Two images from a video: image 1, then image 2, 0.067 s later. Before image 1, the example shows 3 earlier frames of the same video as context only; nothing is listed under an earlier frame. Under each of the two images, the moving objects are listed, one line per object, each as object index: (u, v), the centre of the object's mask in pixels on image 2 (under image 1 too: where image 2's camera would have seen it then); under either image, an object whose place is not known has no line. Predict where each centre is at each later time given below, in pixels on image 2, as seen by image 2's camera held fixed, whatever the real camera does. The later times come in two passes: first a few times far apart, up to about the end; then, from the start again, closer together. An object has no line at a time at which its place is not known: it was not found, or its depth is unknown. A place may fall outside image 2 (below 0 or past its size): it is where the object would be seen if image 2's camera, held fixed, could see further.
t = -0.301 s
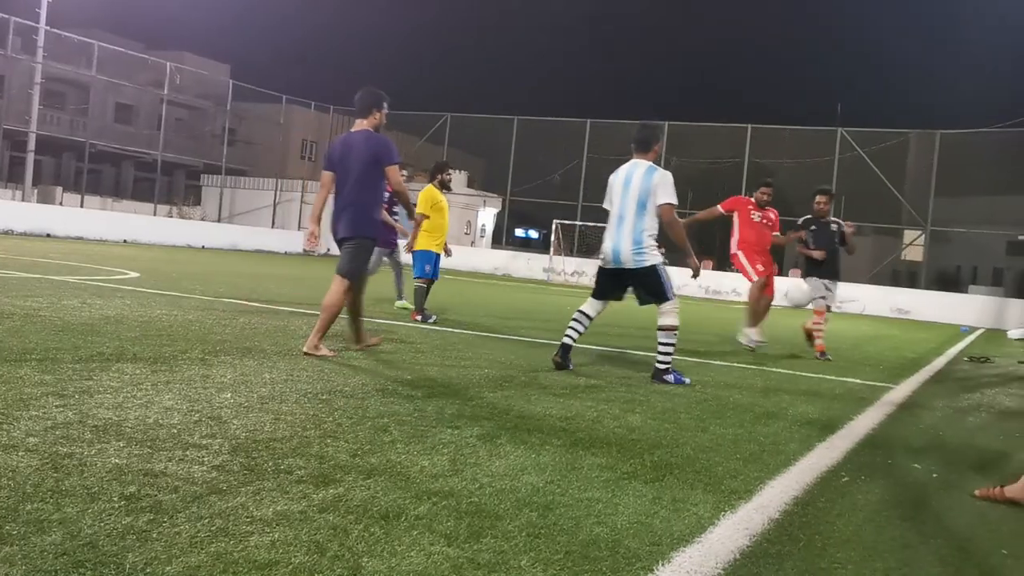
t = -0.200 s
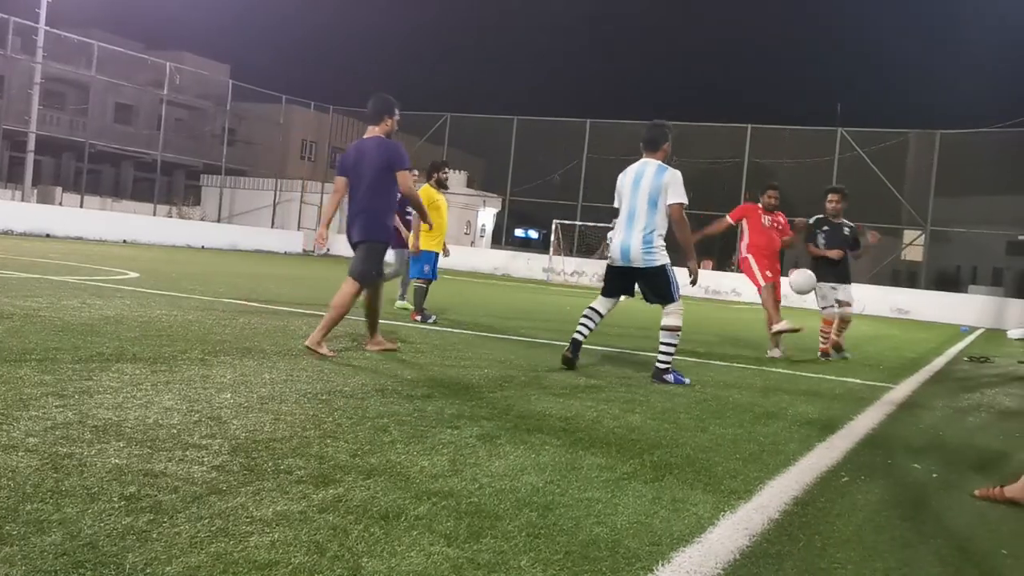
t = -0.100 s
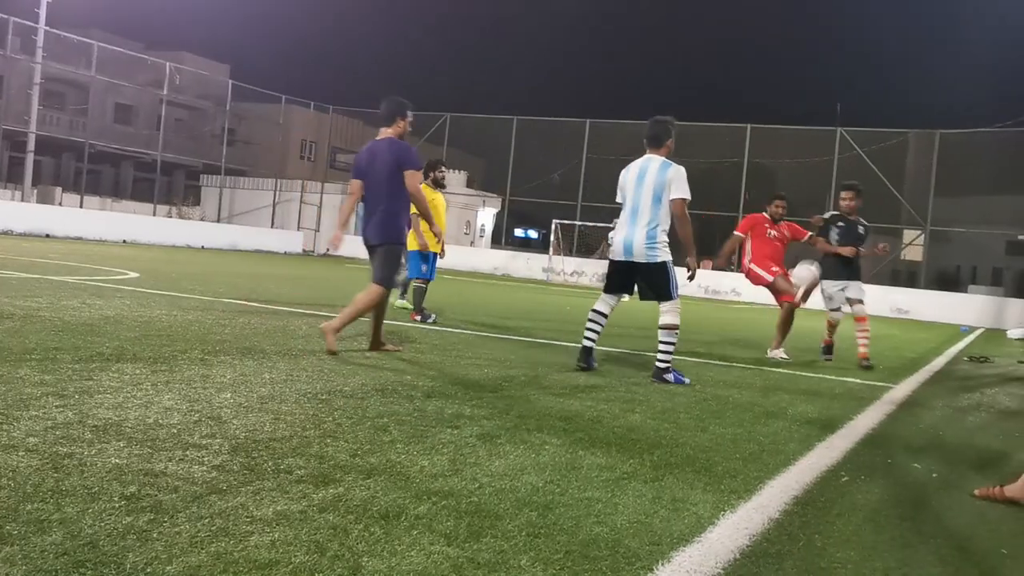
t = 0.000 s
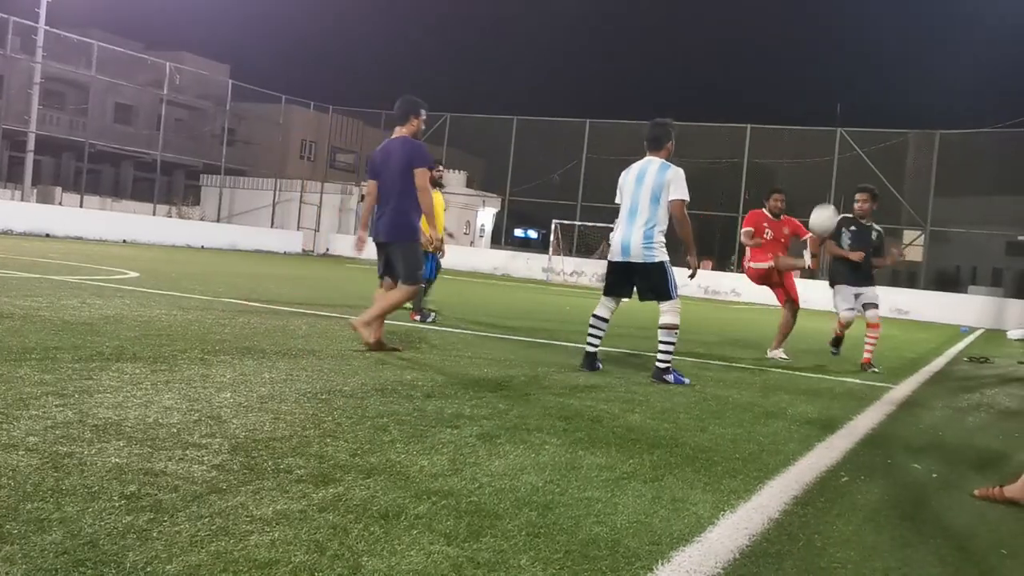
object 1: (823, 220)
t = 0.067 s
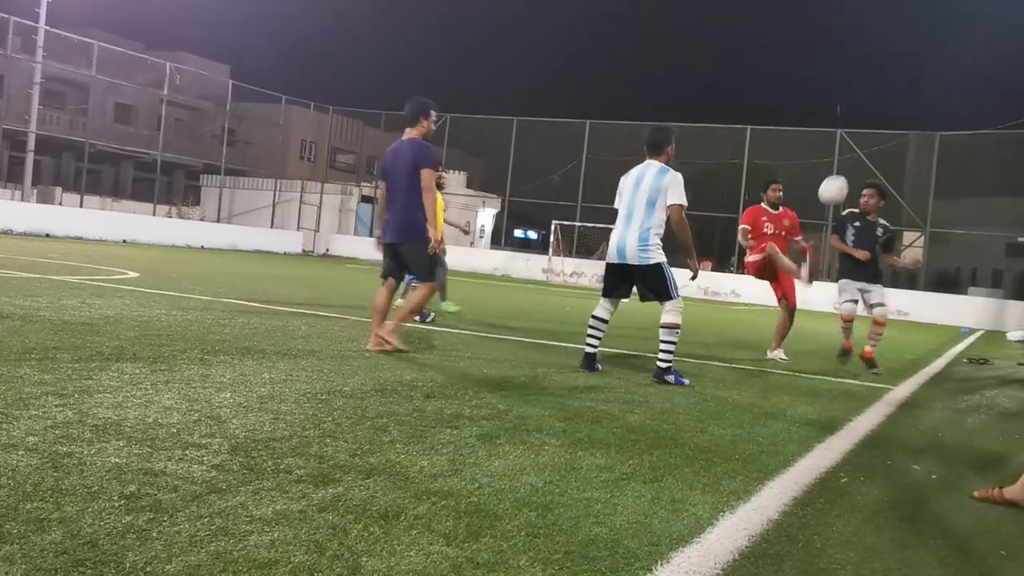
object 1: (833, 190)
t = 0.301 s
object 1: (863, 124)
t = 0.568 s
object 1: (888, 130)
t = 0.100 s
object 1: (838, 177)
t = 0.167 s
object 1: (847, 153)
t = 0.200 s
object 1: (851, 145)
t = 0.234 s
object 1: (855, 136)
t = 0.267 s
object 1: (860, 130)
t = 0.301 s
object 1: (863, 124)
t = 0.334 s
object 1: (867, 120)
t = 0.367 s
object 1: (871, 118)
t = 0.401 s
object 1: (874, 117)
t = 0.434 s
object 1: (877, 117)
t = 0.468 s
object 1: (880, 118)
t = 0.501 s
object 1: (882, 120)
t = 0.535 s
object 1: (885, 124)
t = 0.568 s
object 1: (888, 130)
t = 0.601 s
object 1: (890, 136)
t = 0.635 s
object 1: (892, 144)
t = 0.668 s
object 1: (894, 152)
